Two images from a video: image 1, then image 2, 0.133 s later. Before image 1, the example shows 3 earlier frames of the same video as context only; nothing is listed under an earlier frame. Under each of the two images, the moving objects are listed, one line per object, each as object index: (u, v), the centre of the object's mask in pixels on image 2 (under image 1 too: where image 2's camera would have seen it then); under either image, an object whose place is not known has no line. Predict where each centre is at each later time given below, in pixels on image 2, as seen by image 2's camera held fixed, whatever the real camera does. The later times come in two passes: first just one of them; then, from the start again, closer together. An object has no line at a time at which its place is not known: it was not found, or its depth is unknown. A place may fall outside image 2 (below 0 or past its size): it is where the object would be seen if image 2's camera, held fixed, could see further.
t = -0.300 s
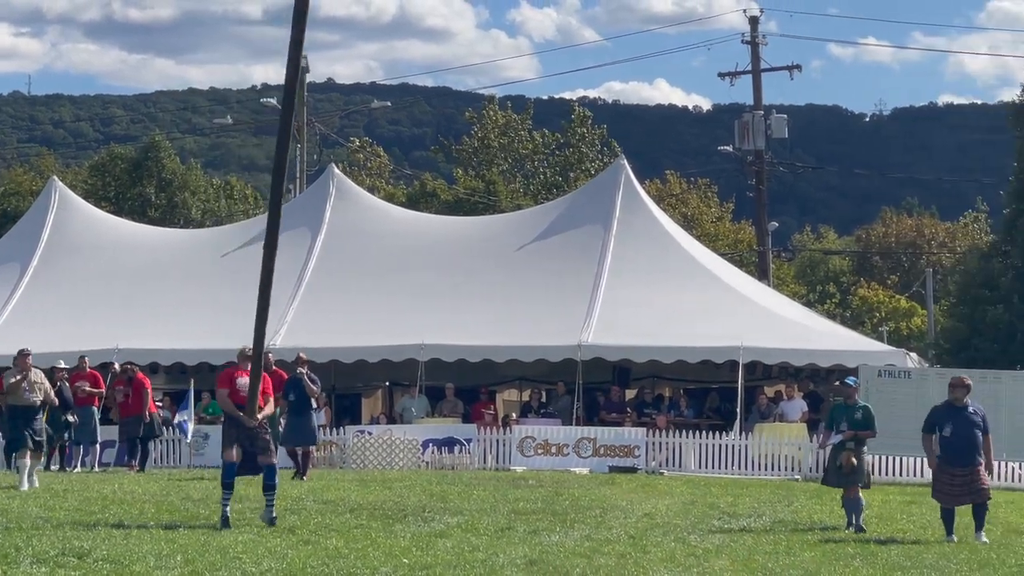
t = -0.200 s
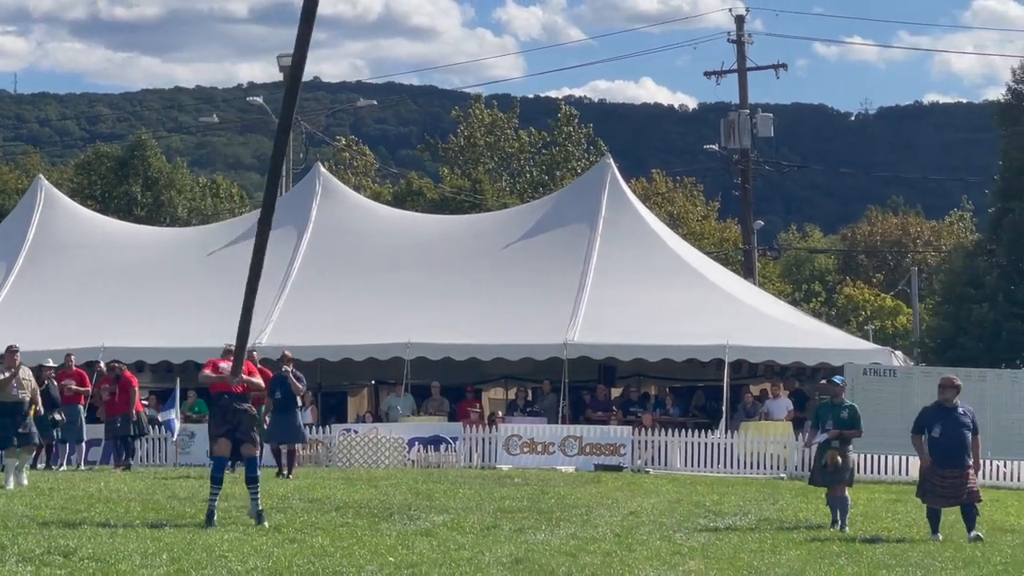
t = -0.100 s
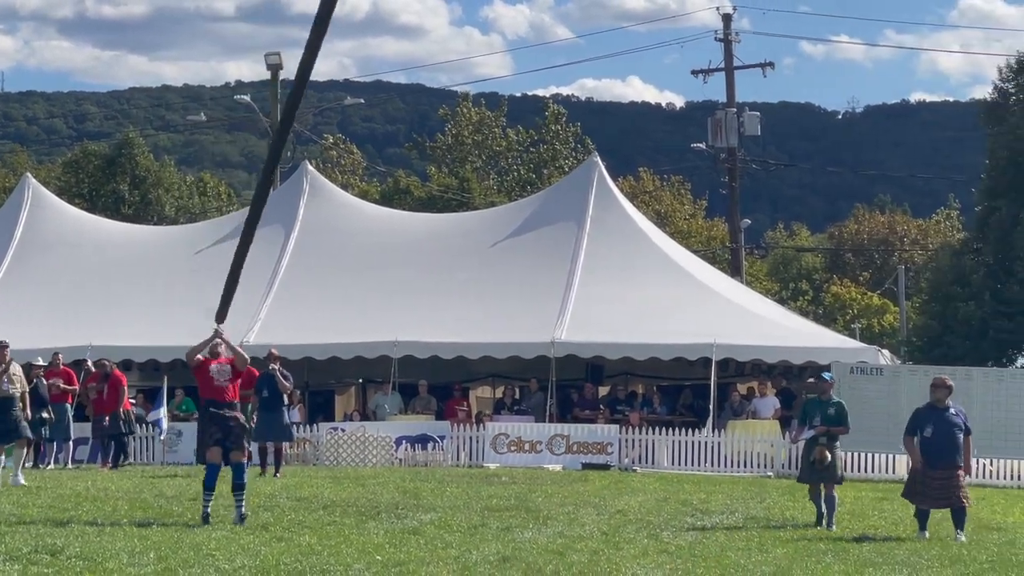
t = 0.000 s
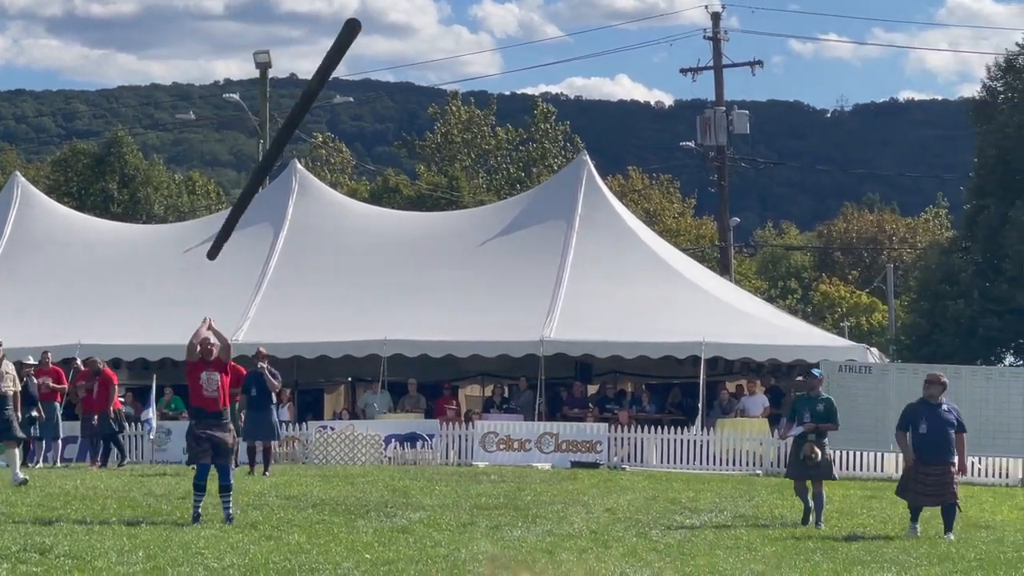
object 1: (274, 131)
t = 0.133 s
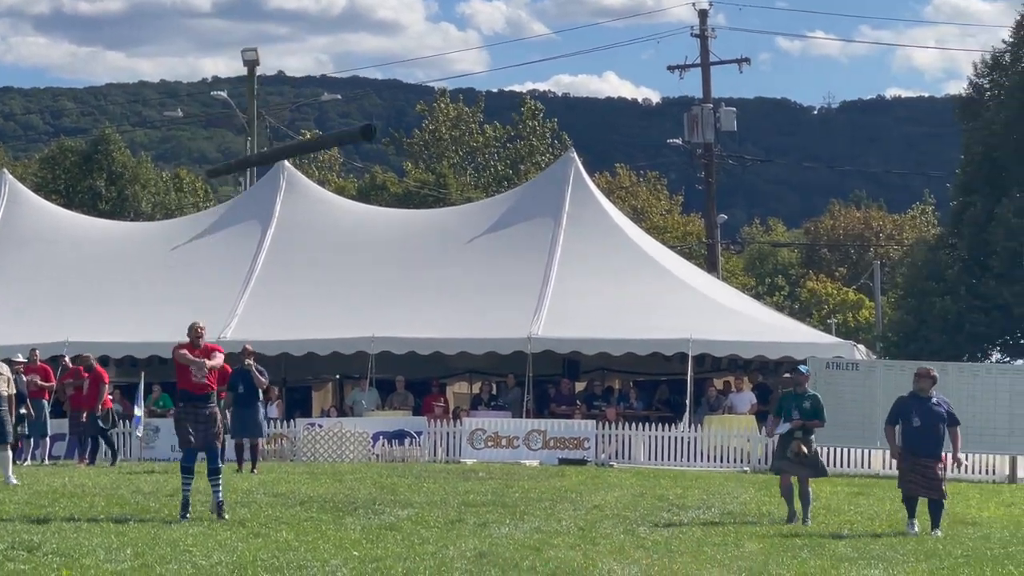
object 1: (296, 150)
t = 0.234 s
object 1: (311, 181)
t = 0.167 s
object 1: (301, 159)
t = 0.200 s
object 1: (303, 168)
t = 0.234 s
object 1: (311, 181)
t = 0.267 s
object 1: (313, 192)
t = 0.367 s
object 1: (320, 232)
